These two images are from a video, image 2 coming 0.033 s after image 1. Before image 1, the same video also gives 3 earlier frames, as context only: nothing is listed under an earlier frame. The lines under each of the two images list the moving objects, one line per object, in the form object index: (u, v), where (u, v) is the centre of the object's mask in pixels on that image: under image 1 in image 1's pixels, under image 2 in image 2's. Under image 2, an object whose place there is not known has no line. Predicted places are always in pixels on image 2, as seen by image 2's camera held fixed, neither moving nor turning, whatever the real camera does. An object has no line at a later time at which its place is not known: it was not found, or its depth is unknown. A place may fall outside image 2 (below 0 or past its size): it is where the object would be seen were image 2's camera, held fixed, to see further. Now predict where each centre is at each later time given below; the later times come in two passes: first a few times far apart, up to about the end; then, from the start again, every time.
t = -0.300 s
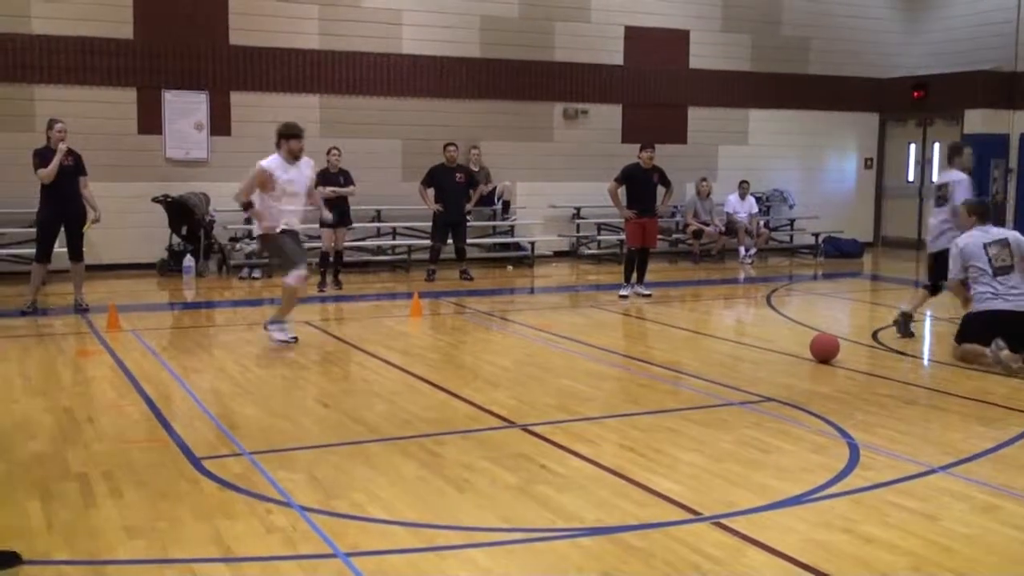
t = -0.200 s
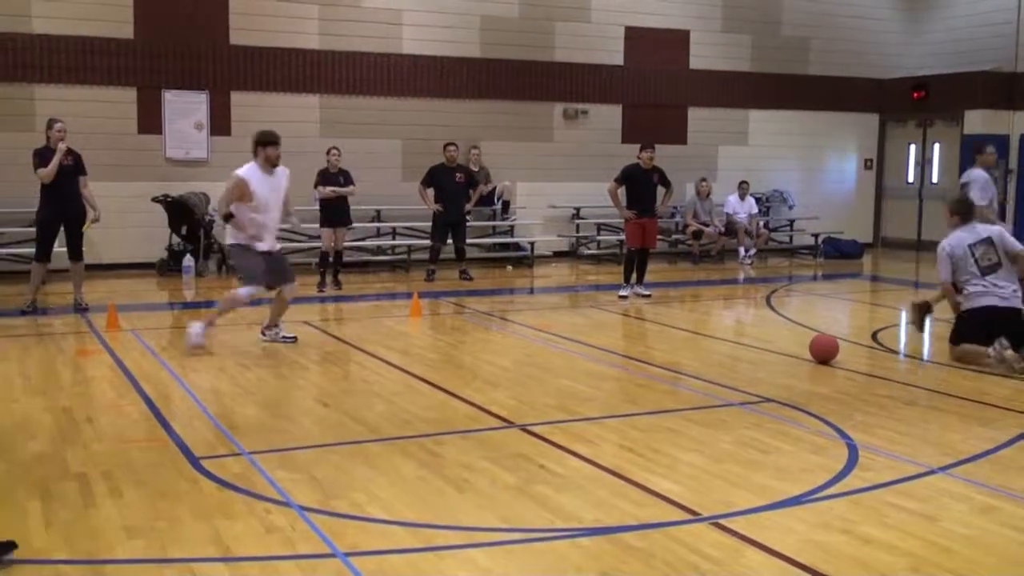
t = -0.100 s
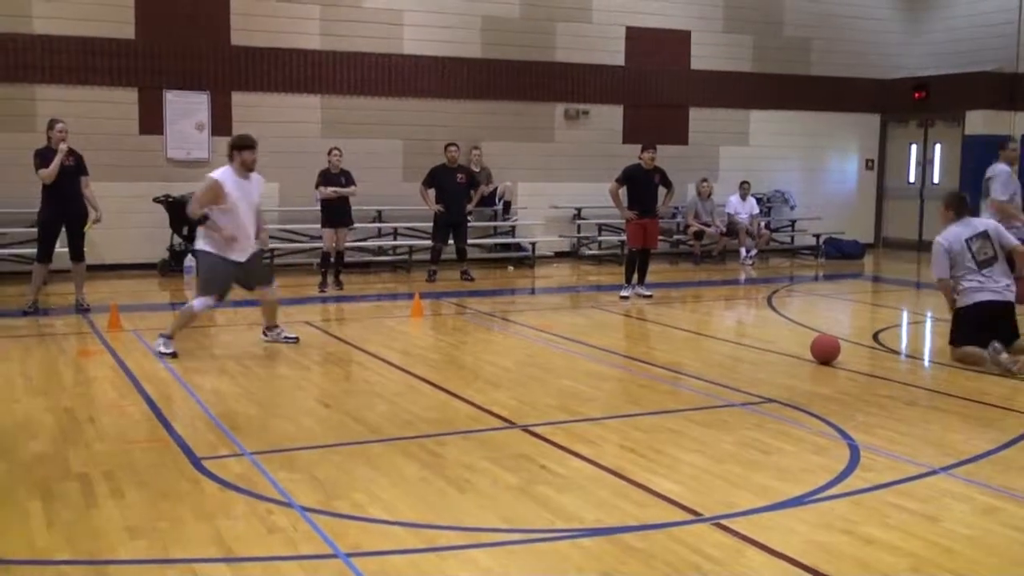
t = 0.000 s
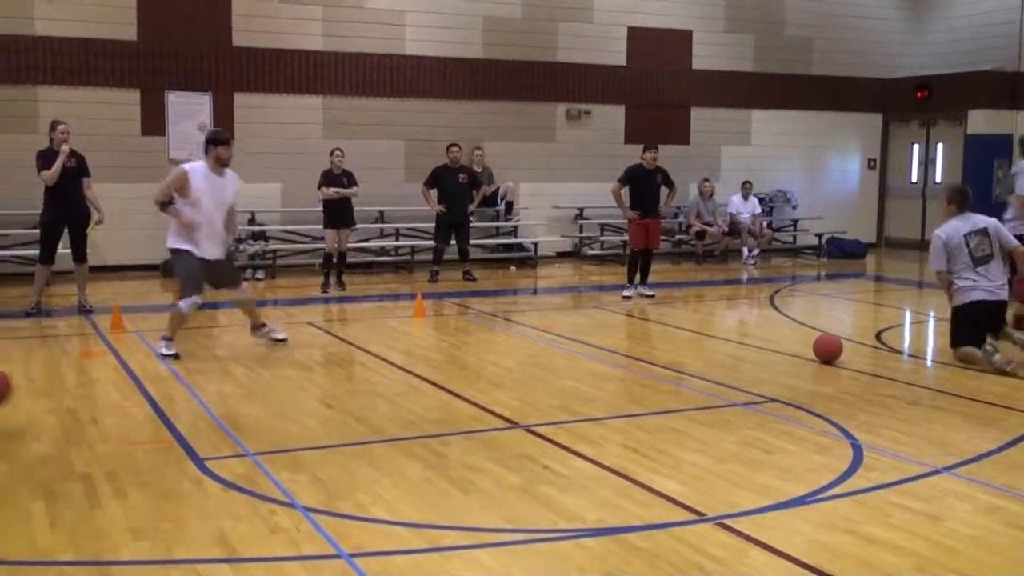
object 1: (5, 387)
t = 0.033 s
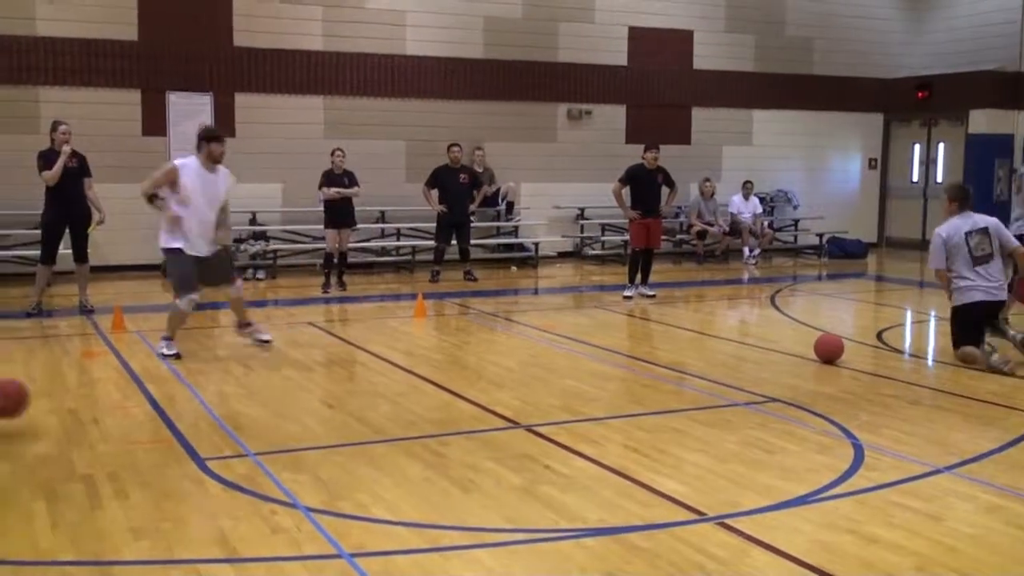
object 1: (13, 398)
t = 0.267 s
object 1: (119, 399)
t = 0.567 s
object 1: (281, 439)
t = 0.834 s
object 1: (440, 472)
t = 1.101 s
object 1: (621, 487)
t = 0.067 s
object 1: (23, 410)
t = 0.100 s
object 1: (40, 422)
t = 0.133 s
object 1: (55, 415)
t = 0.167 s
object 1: (71, 408)
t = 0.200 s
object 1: (87, 403)
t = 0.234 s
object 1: (102, 400)
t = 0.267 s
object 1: (119, 399)
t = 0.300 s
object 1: (137, 401)
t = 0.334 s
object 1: (154, 405)
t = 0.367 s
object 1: (172, 411)
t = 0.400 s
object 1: (190, 418)
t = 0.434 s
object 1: (207, 428)
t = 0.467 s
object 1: (226, 443)
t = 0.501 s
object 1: (245, 453)
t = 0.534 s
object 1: (262, 444)
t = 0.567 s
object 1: (281, 439)
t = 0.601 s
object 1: (299, 435)
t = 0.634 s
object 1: (318, 432)
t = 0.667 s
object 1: (339, 432)
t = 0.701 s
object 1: (358, 435)
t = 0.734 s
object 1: (377, 440)
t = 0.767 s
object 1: (398, 449)
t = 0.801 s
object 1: (420, 459)
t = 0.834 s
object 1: (440, 472)
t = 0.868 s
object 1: (463, 487)
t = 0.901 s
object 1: (485, 484)
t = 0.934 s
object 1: (506, 477)
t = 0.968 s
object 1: (529, 475)
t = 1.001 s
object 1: (550, 474)
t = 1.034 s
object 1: (573, 475)
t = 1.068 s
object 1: (596, 480)
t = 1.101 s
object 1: (621, 487)
